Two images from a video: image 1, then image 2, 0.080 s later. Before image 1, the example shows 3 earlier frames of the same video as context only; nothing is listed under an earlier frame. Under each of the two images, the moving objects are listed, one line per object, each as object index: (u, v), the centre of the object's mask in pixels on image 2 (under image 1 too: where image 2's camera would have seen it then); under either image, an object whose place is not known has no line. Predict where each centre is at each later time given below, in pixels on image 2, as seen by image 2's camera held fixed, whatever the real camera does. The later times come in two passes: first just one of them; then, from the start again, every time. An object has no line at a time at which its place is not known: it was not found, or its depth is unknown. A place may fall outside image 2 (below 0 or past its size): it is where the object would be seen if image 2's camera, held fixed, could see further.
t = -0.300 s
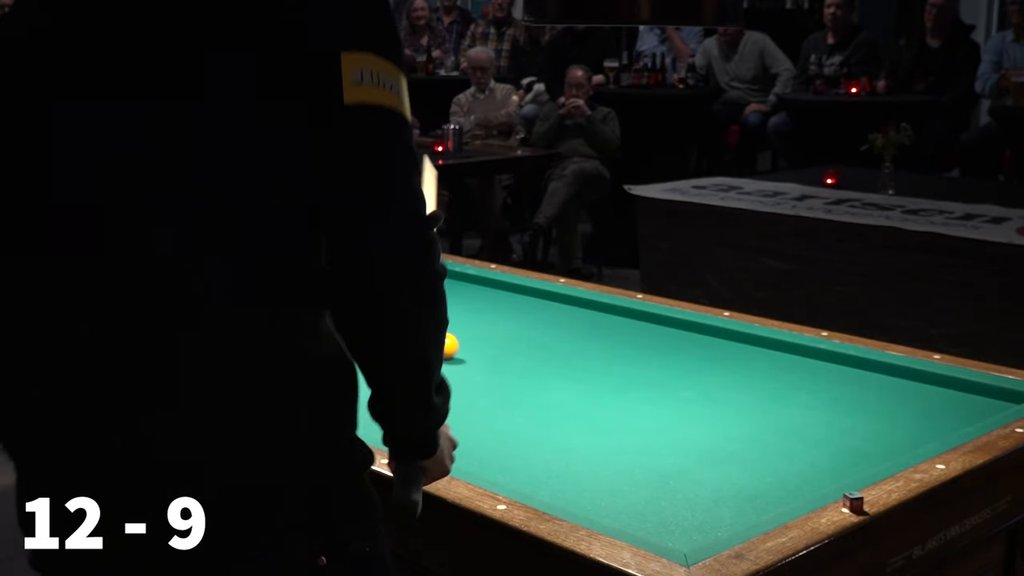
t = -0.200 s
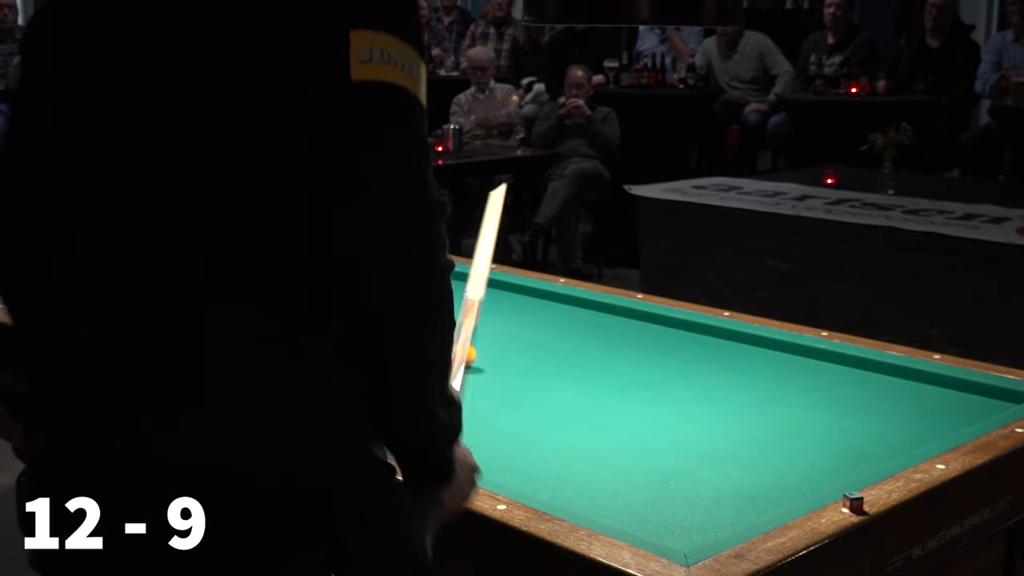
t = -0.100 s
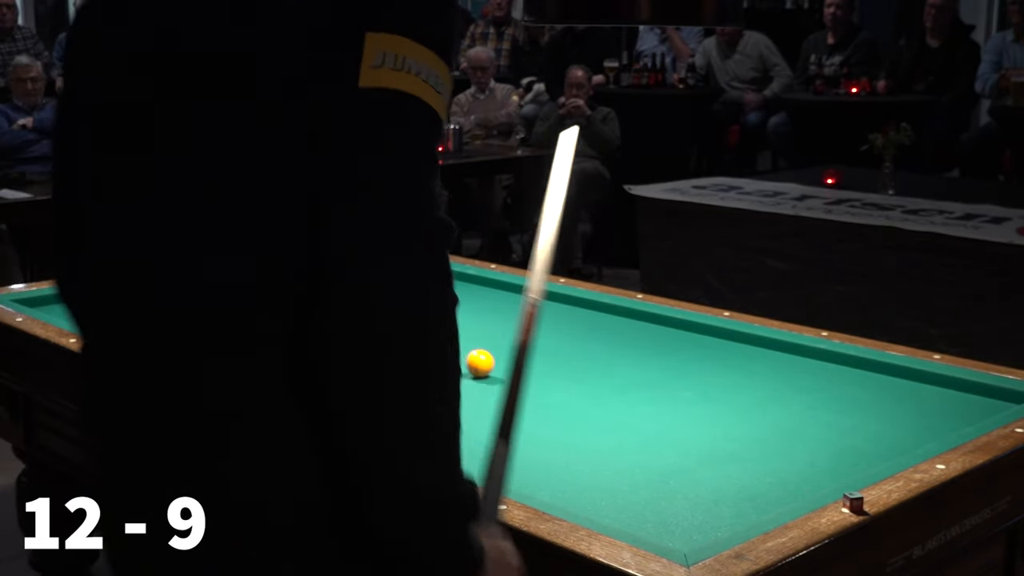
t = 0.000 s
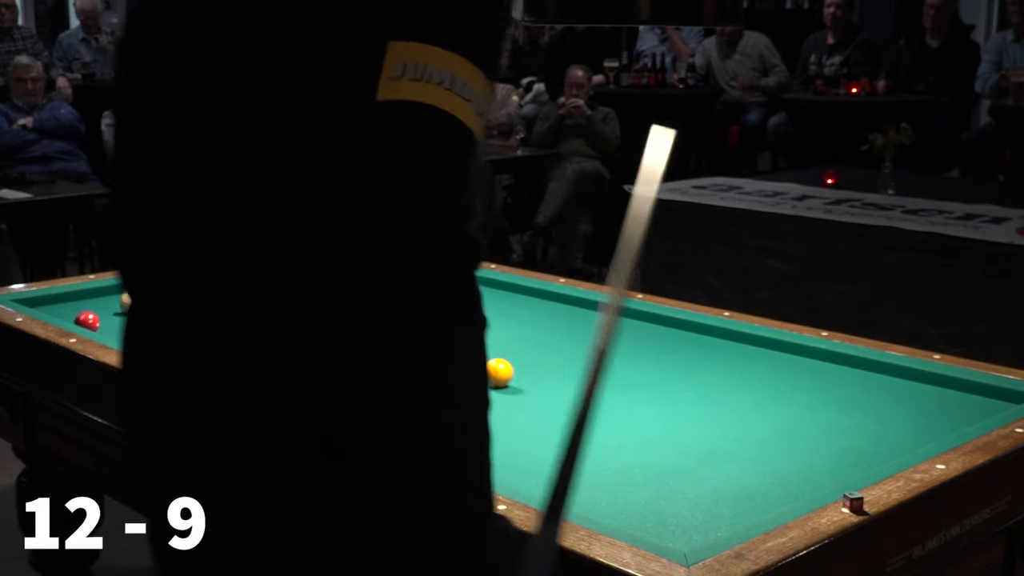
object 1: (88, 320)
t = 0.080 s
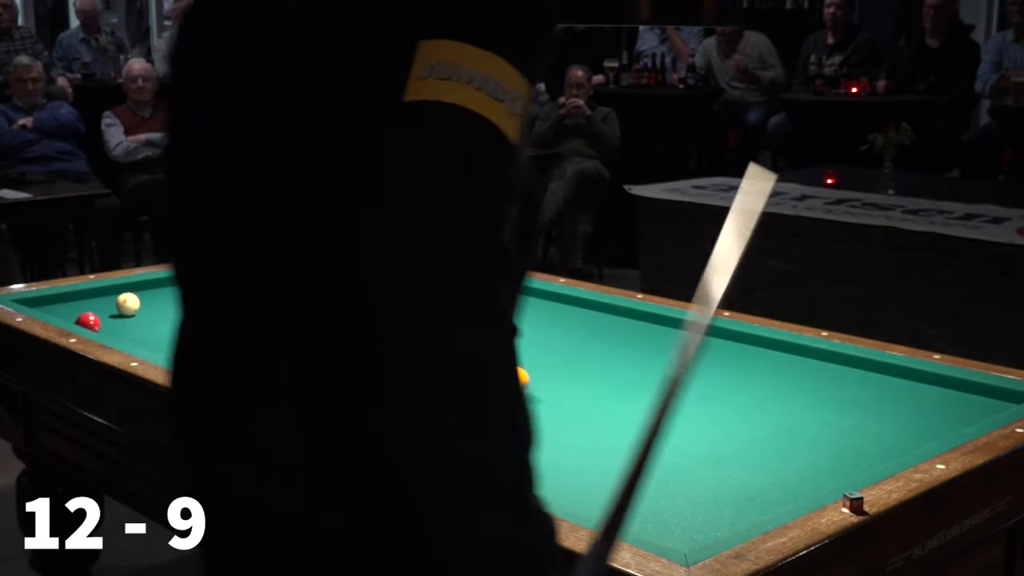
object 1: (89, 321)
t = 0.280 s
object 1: (109, 324)
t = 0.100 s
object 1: (91, 321)
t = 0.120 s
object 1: (93, 322)
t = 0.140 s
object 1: (95, 322)
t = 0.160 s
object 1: (97, 322)
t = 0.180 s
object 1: (99, 322)
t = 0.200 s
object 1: (101, 323)
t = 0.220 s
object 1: (103, 323)
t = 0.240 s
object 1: (105, 323)
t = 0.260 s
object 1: (107, 323)
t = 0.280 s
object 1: (109, 324)
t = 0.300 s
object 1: (112, 323)
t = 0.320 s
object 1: (113, 324)
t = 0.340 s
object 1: (115, 324)
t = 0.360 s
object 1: (117, 324)
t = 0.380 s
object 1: (119, 324)
